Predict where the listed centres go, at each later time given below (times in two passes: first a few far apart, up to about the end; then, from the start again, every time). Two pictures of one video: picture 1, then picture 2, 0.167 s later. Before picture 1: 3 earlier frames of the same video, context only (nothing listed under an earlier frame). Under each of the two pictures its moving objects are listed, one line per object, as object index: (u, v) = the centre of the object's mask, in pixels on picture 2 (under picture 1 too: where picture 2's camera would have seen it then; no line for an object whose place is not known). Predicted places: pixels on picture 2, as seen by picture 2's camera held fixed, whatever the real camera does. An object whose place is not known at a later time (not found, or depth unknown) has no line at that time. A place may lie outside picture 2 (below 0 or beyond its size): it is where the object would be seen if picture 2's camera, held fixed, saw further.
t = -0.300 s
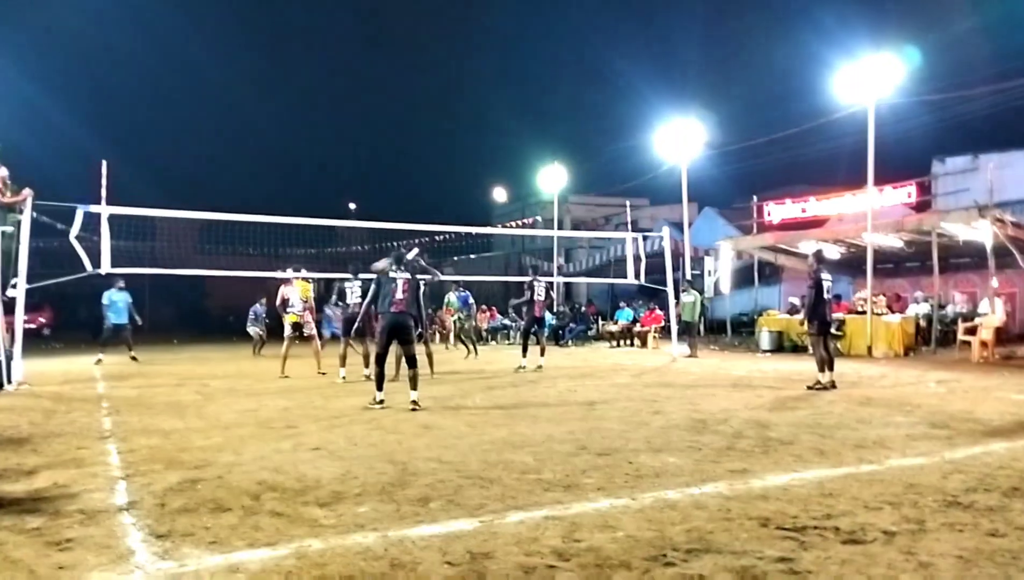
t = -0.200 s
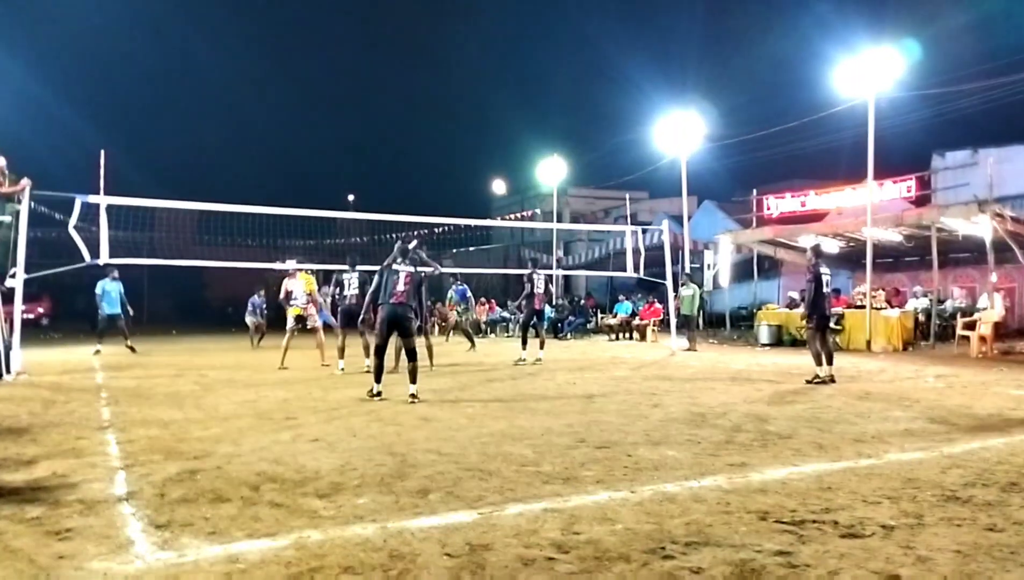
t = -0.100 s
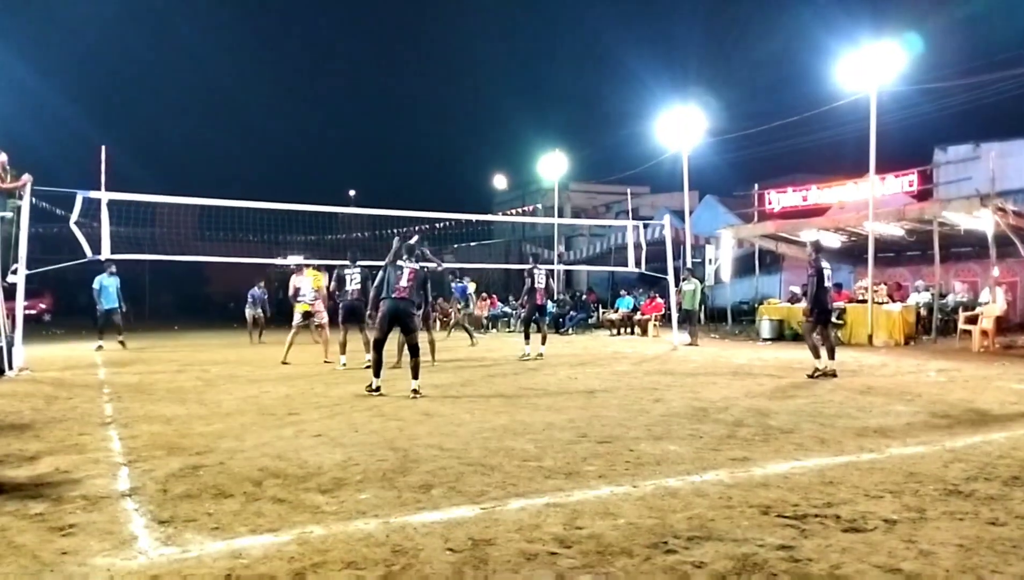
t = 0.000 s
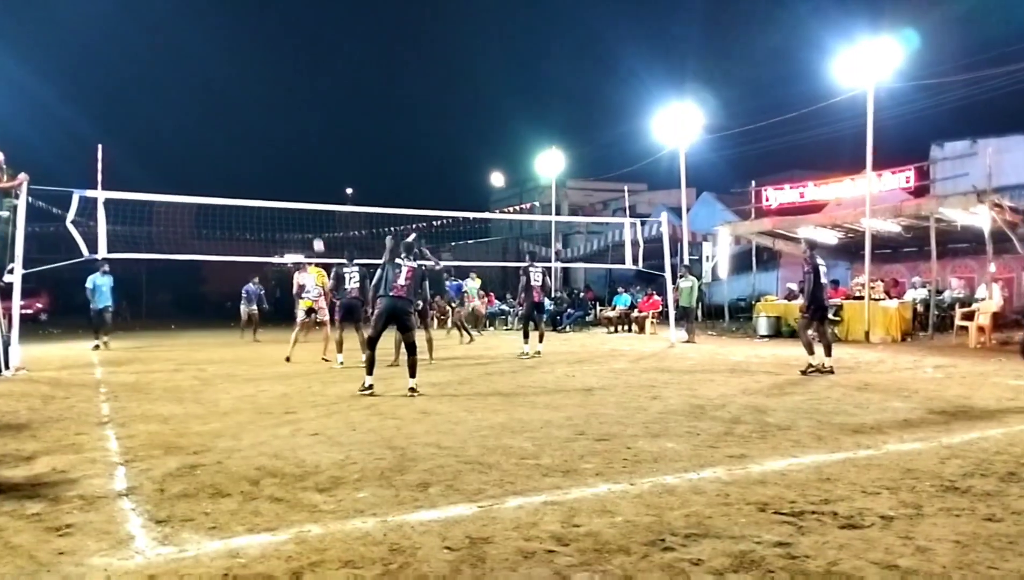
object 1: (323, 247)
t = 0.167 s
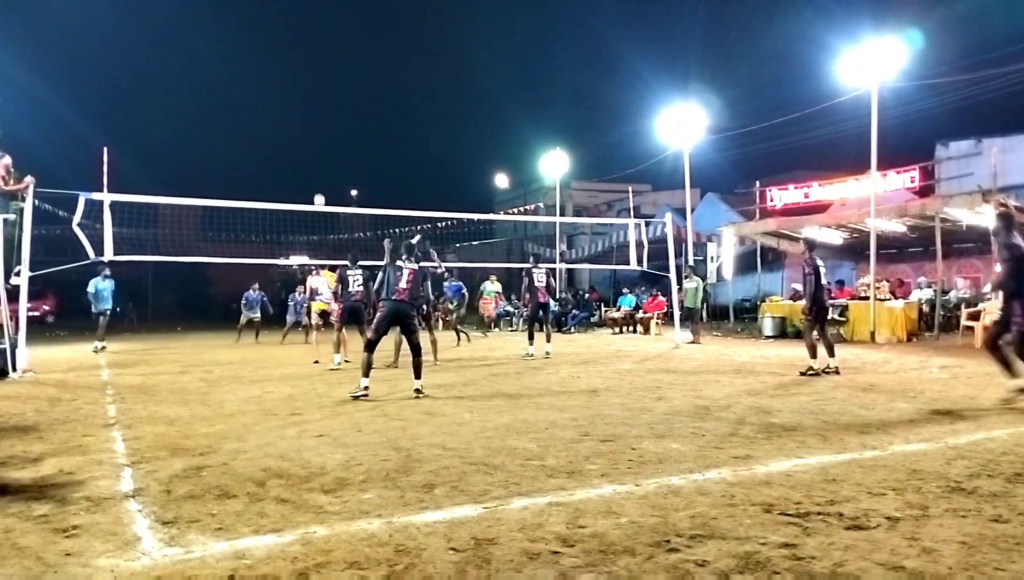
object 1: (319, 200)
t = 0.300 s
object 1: (315, 170)
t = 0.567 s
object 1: (306, 128)
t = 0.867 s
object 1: (294, 118)
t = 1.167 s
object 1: (279, 155)
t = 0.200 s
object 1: (318, 192)
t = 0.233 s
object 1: (317, 184)
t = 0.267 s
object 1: (316, 177)
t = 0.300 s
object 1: (315, 170)
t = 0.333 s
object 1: (314, 163)
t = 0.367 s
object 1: (313, 157)
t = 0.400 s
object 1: (312, 151)
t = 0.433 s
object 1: (311, 146)
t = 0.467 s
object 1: (310, 141)
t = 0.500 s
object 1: (308, 136)
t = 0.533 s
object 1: (307, 132)
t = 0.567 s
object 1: (306, 128)
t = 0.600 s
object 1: (305, 125)
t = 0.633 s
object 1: (303, 123)
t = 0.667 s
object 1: (302, 121)
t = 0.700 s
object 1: (300, 119)
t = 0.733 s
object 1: (299, 118)
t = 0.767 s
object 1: (297, 117)
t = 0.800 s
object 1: (296, 118)
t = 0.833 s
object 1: (295, 118)
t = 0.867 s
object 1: (294, 118)
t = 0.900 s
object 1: (292, 120)
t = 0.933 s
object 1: (290, 122)
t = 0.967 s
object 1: (289, 125)
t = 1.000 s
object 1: (287, 128)
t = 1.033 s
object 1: (286, 132)
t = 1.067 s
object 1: (284, 137)
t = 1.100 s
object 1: (283, 142)
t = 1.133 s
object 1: (281, 148)
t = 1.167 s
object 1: (279, 155)
